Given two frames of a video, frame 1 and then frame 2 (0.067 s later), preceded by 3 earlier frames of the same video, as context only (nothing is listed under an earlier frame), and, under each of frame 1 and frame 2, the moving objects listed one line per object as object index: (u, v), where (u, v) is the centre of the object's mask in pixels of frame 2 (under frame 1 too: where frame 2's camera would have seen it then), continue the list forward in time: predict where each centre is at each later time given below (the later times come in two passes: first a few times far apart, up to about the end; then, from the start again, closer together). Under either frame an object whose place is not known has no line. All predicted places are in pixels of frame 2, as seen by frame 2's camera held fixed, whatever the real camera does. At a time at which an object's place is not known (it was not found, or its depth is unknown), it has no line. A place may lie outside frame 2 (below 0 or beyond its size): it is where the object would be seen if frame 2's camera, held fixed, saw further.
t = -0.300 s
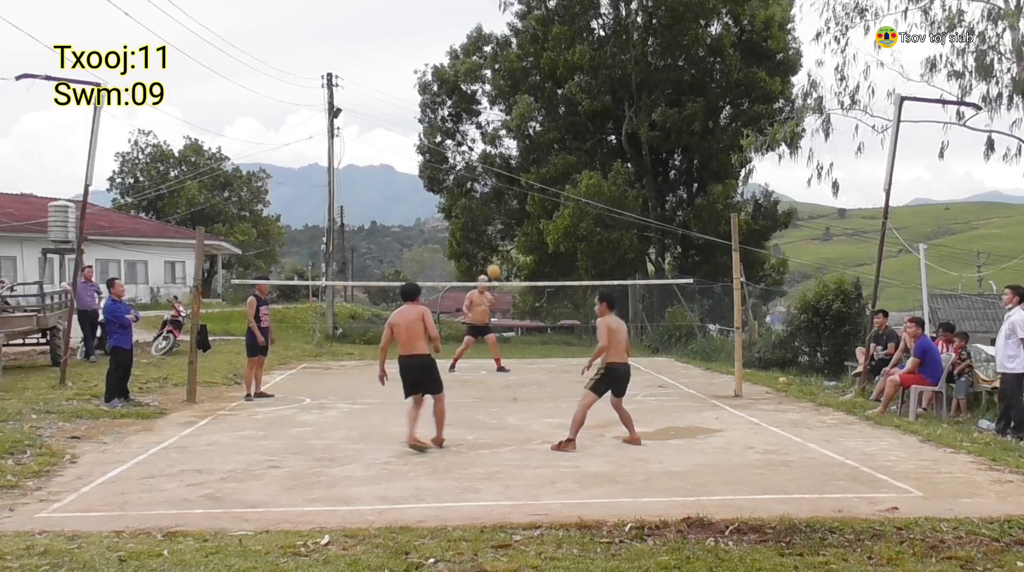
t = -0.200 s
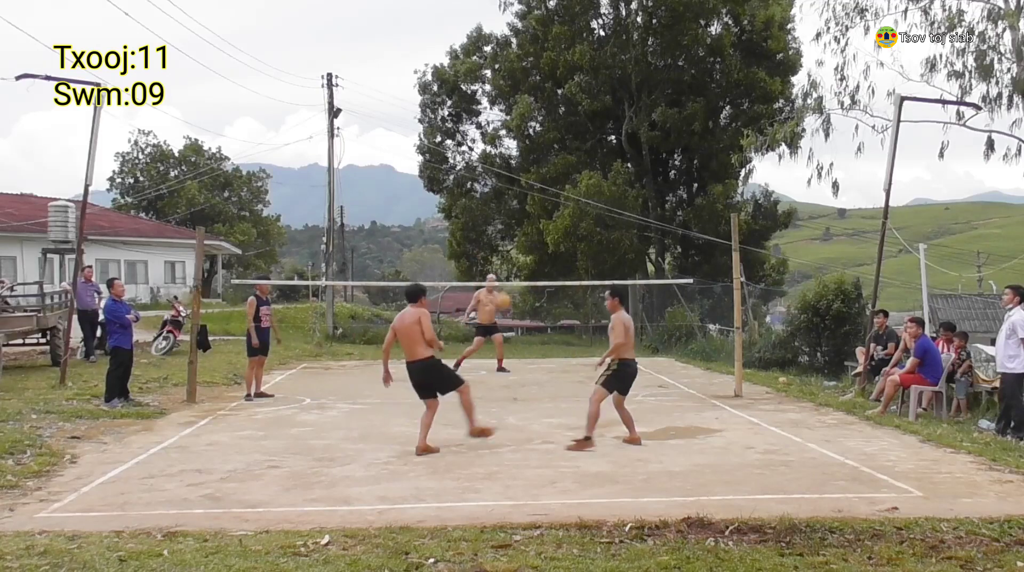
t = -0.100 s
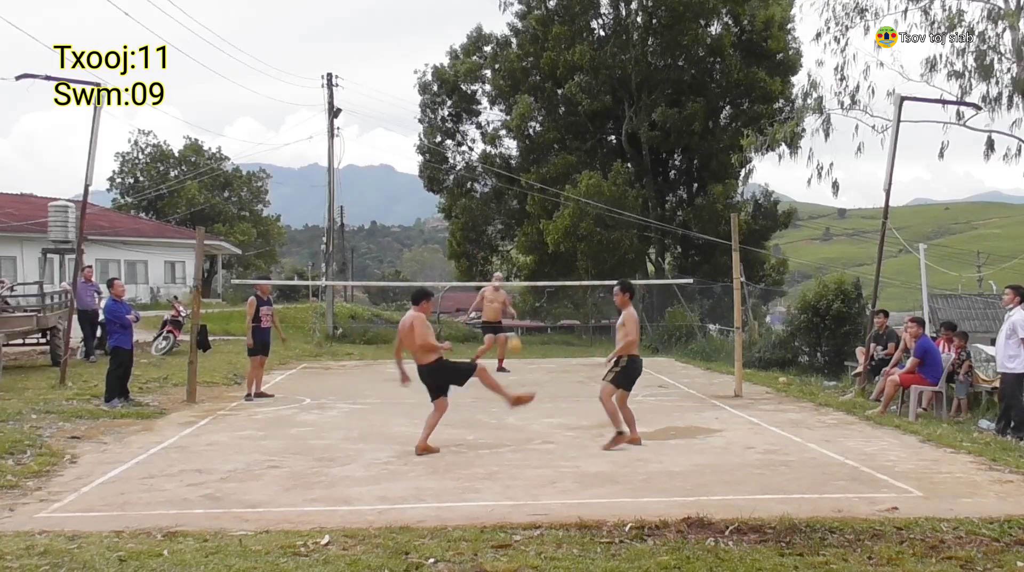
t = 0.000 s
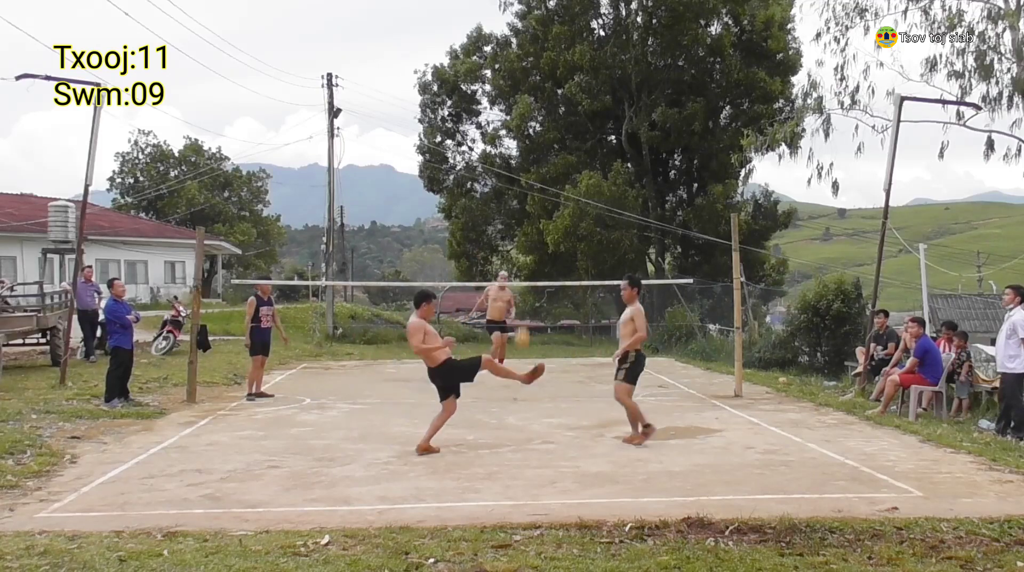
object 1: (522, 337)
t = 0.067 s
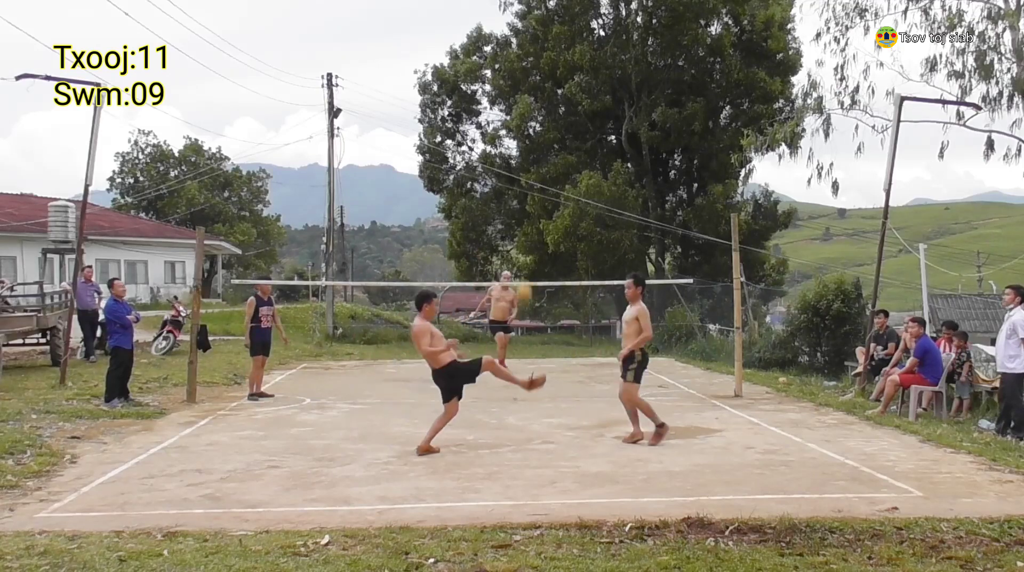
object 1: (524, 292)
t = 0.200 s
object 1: (528, 211)
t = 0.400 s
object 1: (534, 124)
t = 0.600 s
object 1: (541, 80)
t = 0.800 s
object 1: (548, 84)
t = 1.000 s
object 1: (556, 142)
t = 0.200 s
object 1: (528, 211)
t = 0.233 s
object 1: (529, 194)
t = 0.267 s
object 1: (530, 177)
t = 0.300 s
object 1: (531, 162)
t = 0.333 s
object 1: (532, 148)
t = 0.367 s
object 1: (533, 136)
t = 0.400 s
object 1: (534, 124)
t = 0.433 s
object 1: (535, 112)
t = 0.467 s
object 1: (536, 103)
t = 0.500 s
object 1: (538, 95)
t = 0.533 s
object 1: (539, 89)
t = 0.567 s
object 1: (540, 83)
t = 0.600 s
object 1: (541, 80)
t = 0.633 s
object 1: (542, 77)
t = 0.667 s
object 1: (543, 76)
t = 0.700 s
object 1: (545, 76)
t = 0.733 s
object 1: (546, 77)
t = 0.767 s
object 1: (547, 80)
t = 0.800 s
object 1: (548, 84)
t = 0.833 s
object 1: (550, 90)
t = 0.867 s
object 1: (551, 97)
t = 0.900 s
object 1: (552, 106)
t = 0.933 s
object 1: (554, 116)
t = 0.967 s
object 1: (555, 128)
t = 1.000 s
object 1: (556, 142)
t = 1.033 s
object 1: (558, 158)
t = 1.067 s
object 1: (559, 174)
